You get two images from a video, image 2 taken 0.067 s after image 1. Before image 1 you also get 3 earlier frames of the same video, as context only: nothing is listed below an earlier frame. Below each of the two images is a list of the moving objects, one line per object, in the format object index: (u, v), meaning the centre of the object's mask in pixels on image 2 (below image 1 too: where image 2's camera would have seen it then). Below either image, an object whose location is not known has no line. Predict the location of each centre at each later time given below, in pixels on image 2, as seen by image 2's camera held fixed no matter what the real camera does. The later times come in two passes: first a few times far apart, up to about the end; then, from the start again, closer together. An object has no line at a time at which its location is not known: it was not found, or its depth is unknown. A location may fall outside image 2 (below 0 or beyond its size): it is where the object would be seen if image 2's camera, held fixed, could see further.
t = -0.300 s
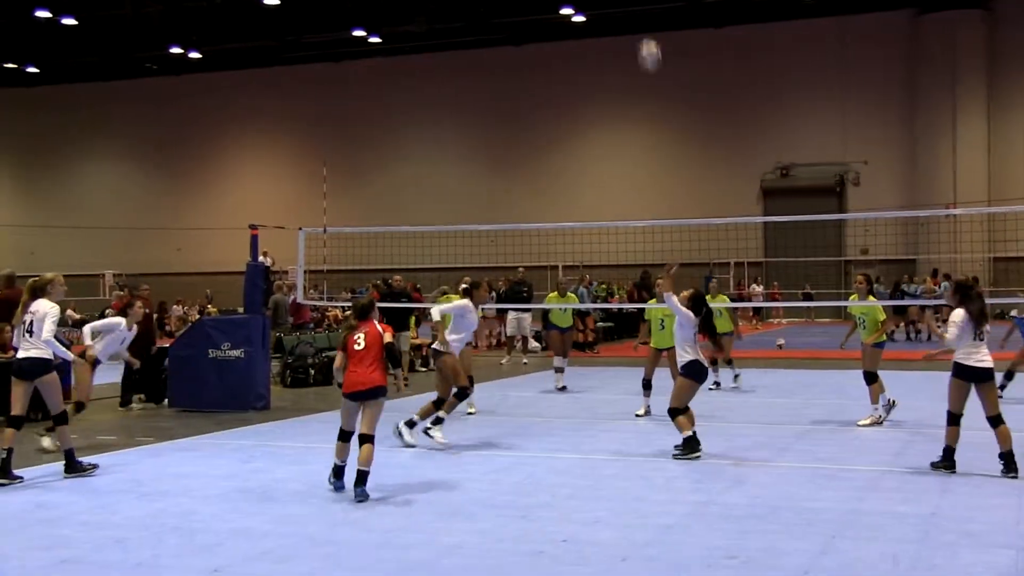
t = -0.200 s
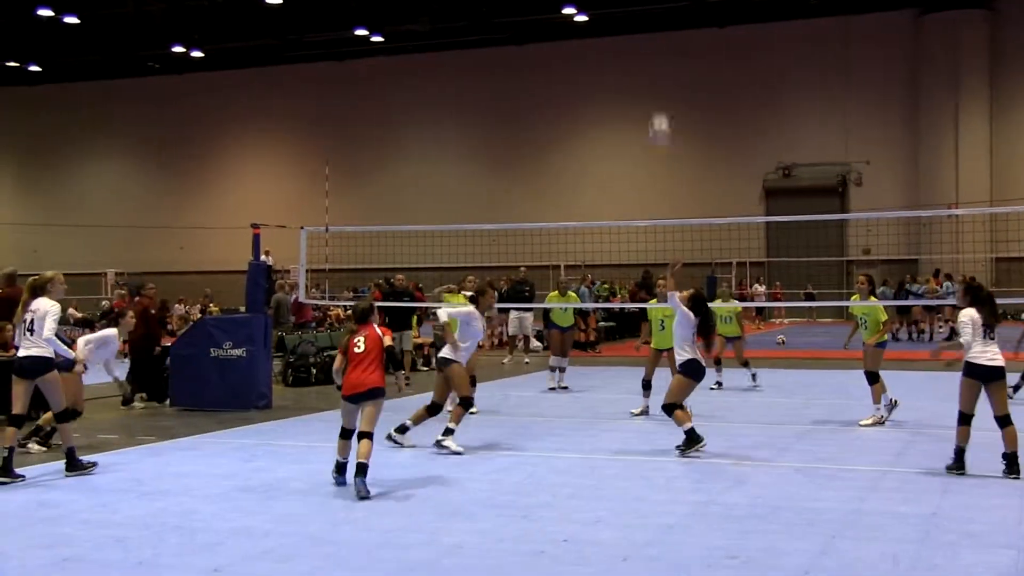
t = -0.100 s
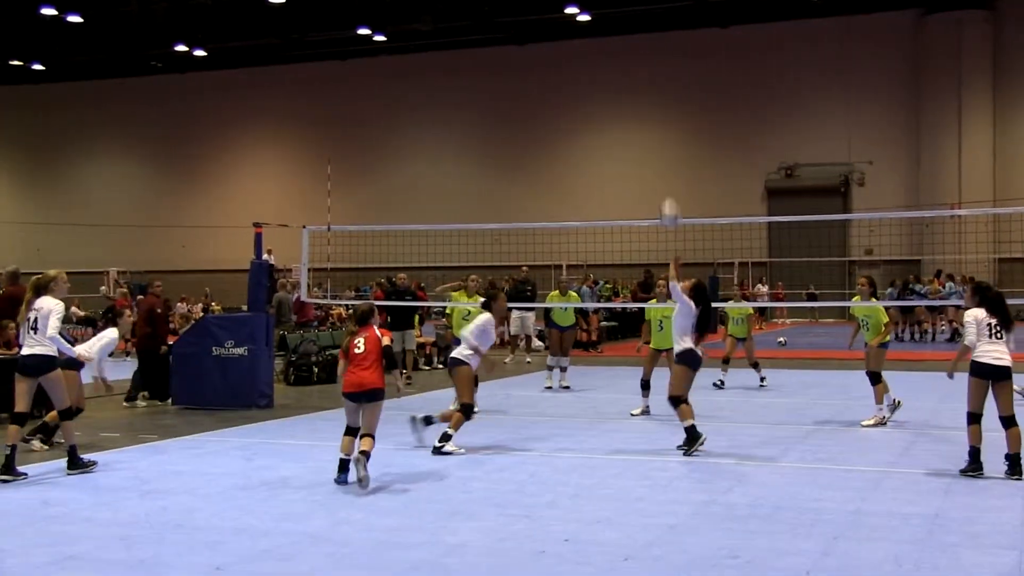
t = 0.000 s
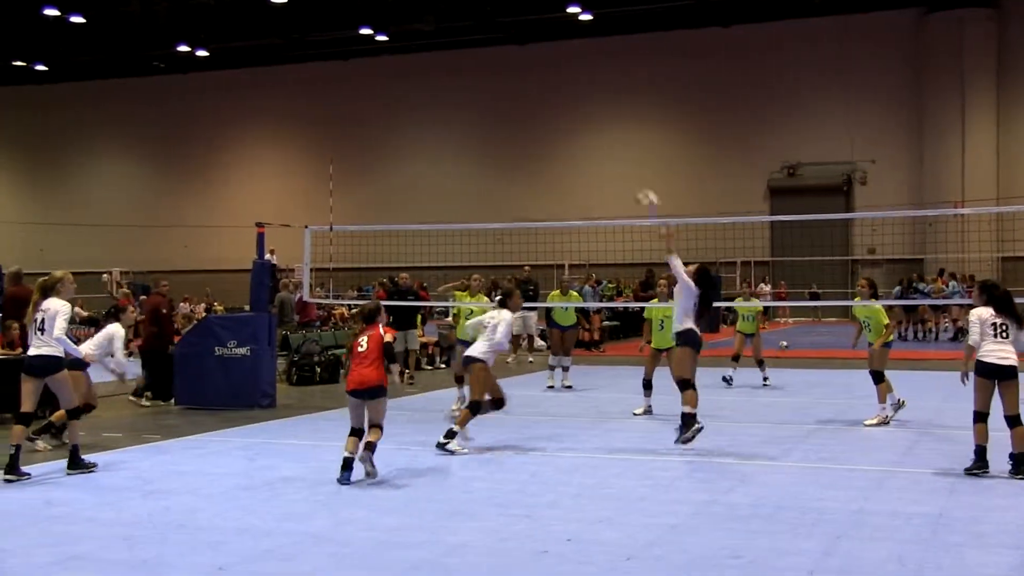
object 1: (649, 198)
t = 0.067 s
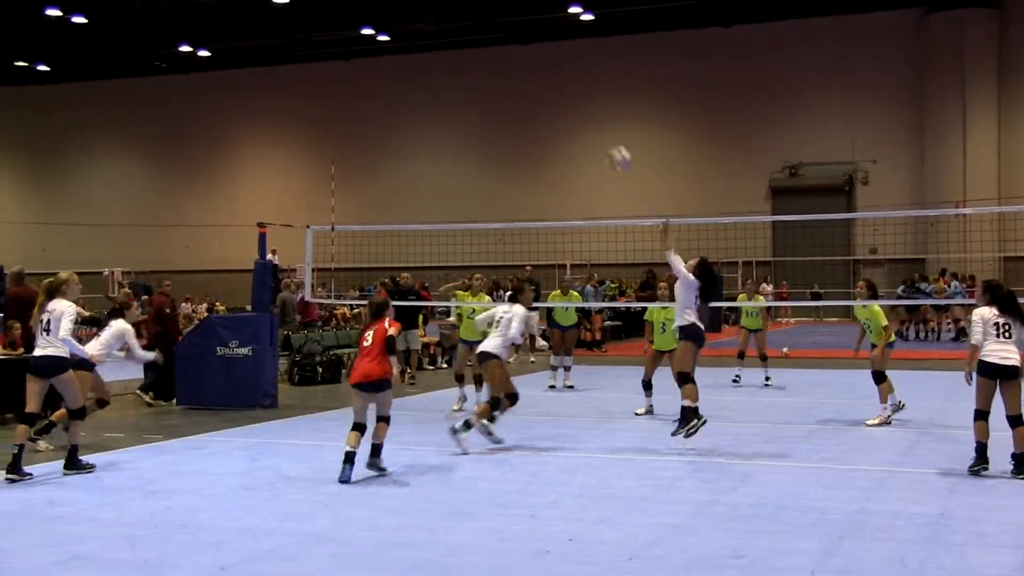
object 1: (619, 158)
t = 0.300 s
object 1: (526, 52)
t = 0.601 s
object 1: (418, 6)
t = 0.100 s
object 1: (607, 140)
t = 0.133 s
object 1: (592, 121)
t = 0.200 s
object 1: (564, 90)
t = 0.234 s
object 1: (552, 76)
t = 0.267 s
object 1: (538, 64)
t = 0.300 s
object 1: (526, 52)
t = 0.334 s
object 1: (513, 42)
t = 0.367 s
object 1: (500, 34)
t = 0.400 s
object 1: (487, 26)
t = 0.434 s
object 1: (475, 20)
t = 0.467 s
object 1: (463, 15)
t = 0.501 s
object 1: (451, 11)
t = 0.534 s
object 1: (440, 9)
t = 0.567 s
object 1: (429, 7)
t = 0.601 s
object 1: (418, 6)
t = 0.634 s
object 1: (408, 6)
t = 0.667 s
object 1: (398, 7)
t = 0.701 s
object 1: (388, 9)
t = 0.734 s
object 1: (378, 12)
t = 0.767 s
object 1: (369, 16)
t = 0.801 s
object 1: (361, 22)
